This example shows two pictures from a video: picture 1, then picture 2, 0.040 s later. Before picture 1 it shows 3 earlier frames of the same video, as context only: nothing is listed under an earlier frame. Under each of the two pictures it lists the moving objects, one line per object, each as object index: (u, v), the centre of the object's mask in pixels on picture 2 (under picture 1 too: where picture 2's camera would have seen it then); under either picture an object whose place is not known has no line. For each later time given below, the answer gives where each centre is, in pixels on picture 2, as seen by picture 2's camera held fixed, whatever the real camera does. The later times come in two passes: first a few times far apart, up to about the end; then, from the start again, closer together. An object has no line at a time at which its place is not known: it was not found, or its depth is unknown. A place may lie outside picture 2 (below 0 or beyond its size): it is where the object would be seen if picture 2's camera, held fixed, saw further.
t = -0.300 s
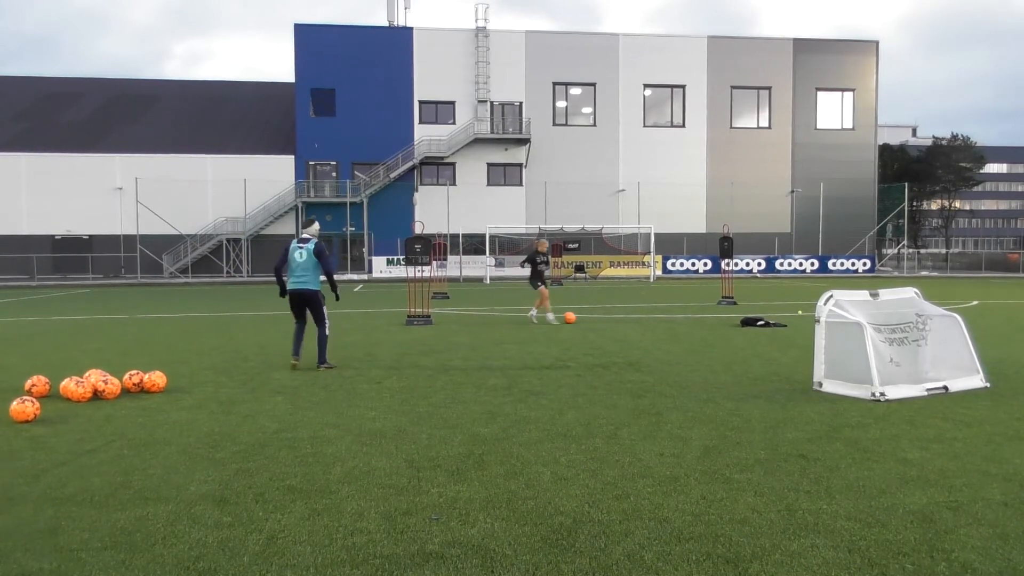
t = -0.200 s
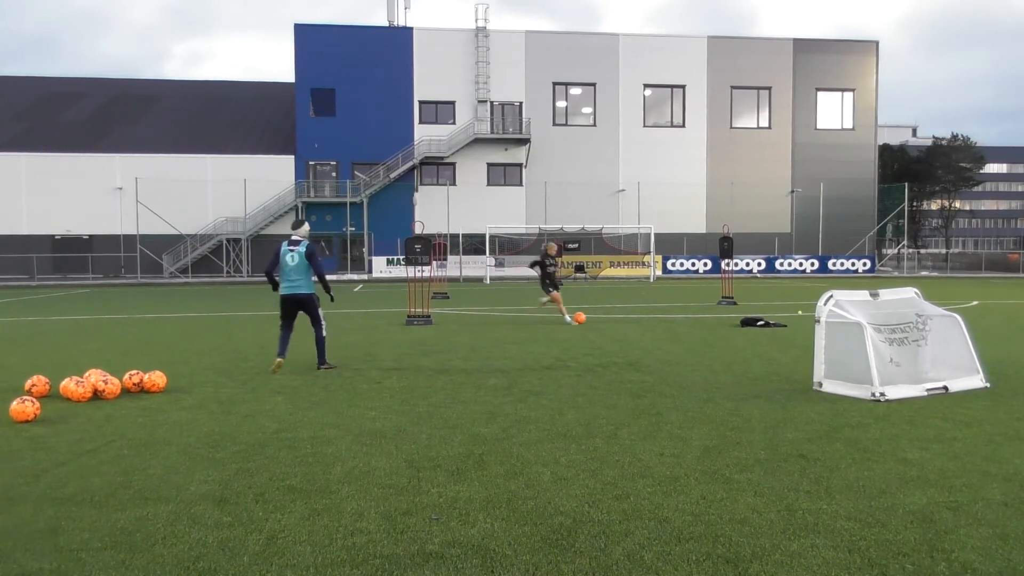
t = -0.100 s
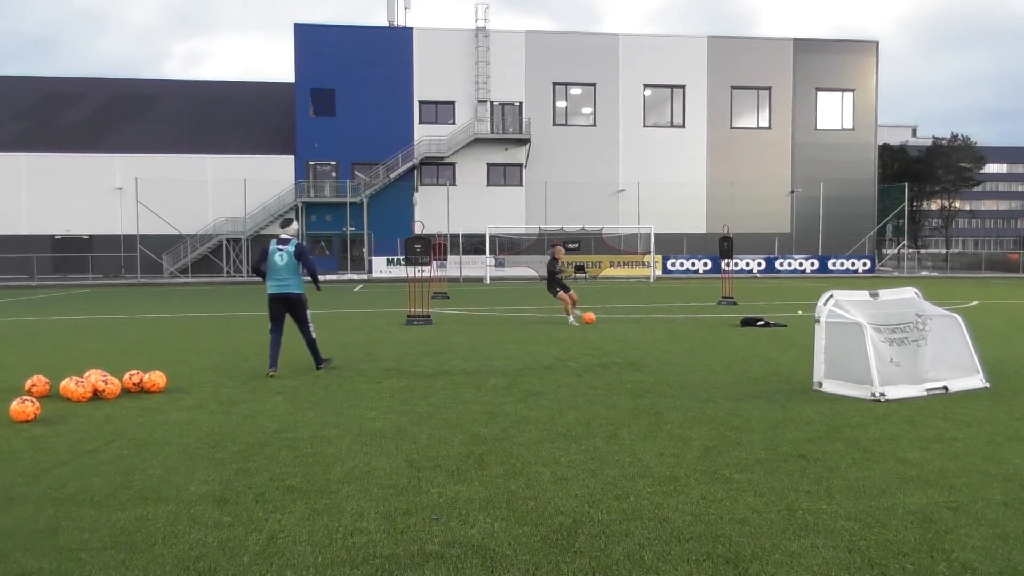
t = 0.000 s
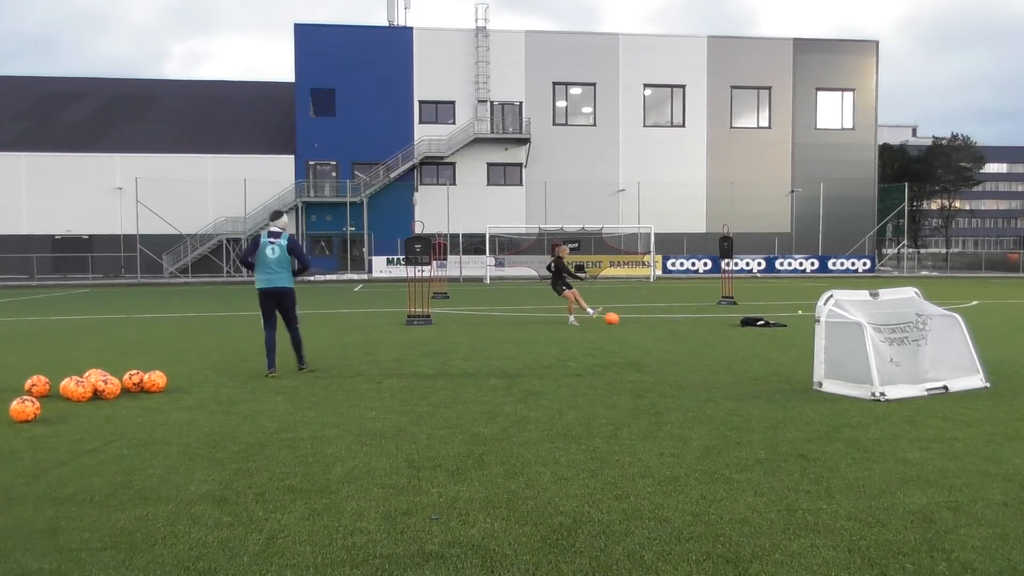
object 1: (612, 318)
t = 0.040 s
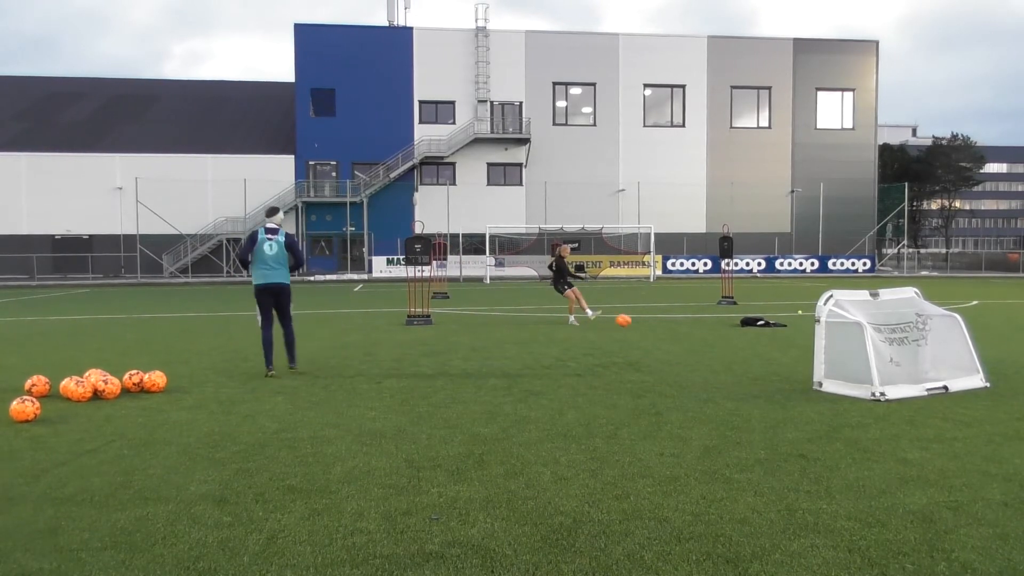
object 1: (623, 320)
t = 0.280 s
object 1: (704, 339)
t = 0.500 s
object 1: (799, 361)
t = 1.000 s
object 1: (849, 333)
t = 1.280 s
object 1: (798, 372)
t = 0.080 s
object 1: (636, 324)
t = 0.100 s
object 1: (643, 326)
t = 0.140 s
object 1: (656, 331)
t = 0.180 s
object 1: (669, 333)
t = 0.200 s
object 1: (676, 333)
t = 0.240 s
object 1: (689, 335)
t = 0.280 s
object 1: (704, 339)
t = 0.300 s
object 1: (712, 341)
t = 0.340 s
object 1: (728, 347)
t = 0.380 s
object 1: (744, 348)
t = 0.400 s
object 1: (753, 349)
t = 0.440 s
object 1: (771, 352)
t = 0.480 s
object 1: (789, 357)
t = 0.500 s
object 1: (799, 361)
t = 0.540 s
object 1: (810, 365)
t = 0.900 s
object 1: (861, 339)
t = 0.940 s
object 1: (858, 333)
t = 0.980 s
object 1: (853, 333)
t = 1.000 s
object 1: (849, 333)
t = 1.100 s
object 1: (832, 340)
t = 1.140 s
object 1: (812, 346)
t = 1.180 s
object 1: (809, 353)
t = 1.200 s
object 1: (807, 358)
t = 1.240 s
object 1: (803, 366)
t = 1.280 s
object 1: (798, 372)
